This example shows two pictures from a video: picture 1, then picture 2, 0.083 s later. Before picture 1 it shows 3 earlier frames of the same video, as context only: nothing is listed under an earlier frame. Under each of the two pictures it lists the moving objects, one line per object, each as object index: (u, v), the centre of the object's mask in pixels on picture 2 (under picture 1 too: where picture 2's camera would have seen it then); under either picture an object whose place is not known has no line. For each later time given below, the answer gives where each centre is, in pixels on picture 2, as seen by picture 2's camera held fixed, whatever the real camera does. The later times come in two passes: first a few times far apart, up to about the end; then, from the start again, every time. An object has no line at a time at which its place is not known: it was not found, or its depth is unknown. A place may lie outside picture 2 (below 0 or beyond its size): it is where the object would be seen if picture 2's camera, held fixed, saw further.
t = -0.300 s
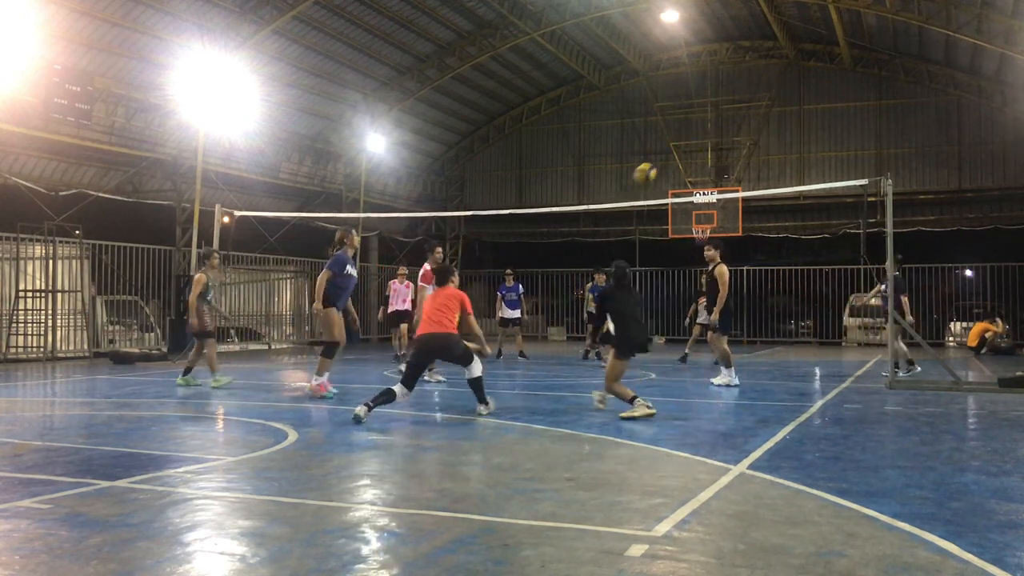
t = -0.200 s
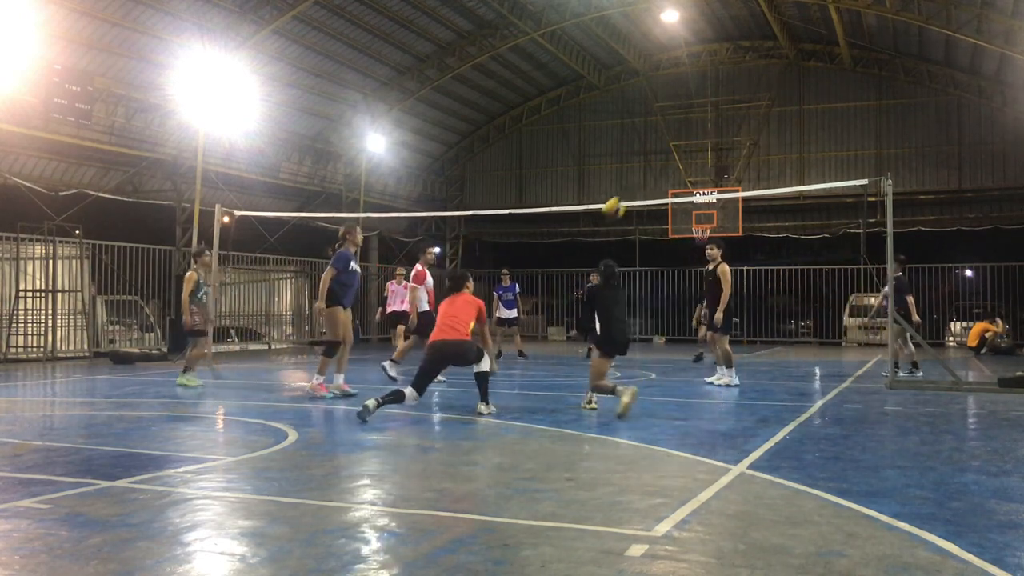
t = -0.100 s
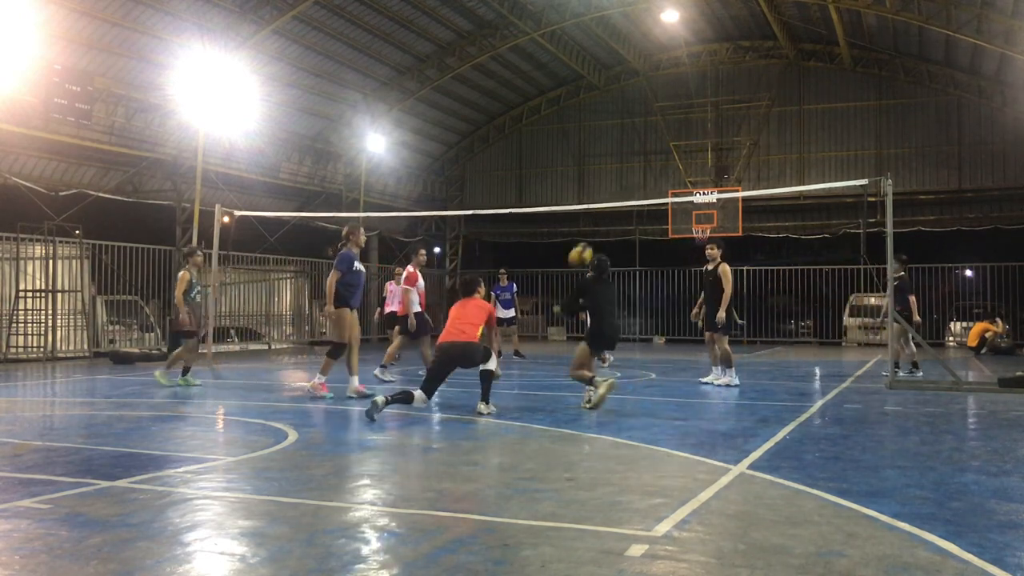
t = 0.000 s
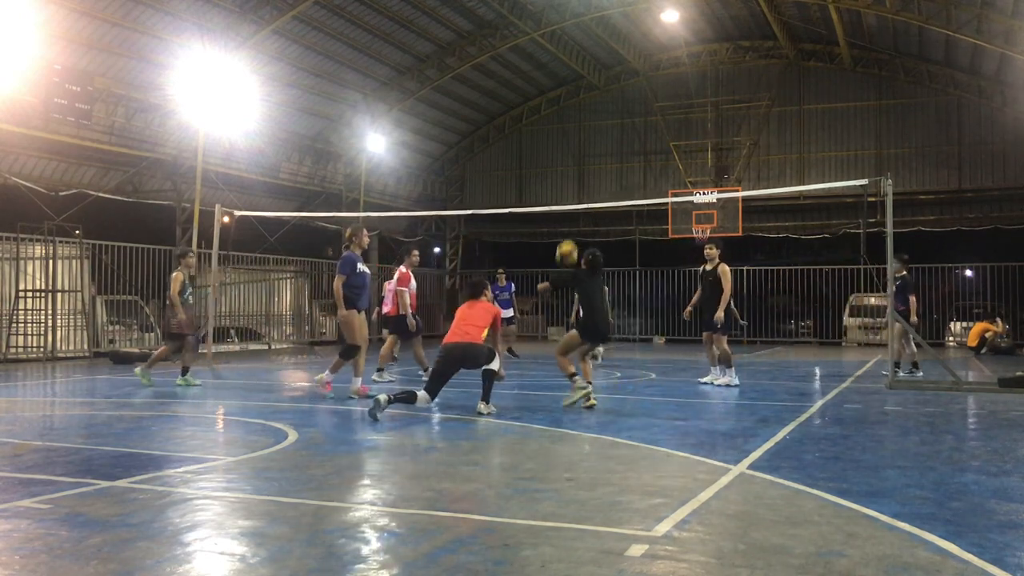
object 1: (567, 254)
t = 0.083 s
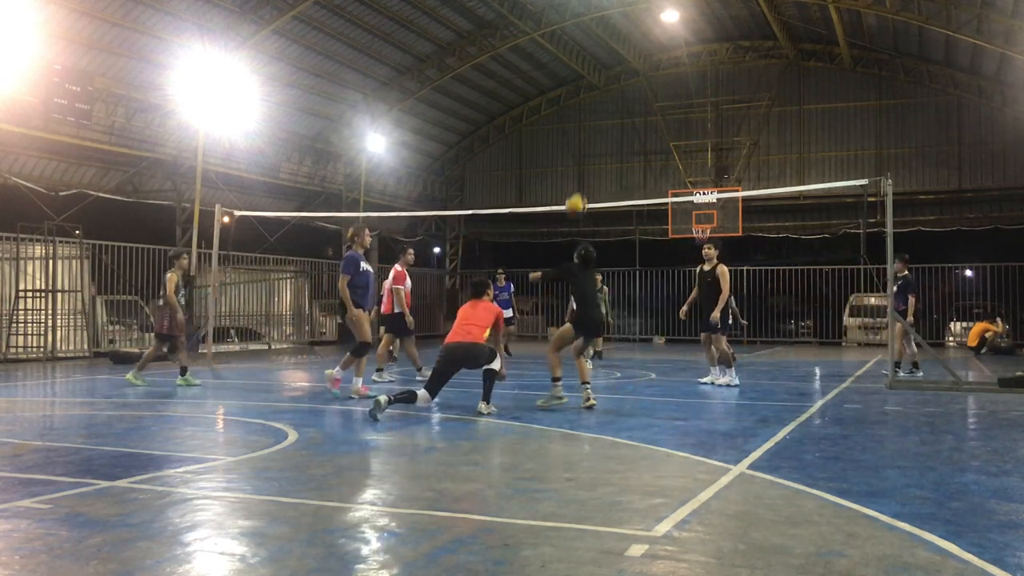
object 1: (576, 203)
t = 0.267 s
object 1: (594, 127)
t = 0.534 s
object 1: (621, 81)
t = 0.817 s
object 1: (646, 105)
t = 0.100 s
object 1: (578, 195)
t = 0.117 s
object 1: (580, 188)
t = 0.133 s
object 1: (582, 180)
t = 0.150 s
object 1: (583, 172)
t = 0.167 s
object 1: (585, 166)
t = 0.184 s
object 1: (586, 159)
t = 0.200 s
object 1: (588, 152)
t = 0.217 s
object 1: (590, 145)
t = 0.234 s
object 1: (591, 138)
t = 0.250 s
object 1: (593, 133)
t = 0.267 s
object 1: (594, 127)
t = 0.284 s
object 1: (596, 122)
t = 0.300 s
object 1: (598, 118)
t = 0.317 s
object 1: (600, 114)
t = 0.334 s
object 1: (602, 110)
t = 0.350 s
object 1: (603, 106)
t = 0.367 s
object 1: (605, 102)
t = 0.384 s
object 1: (606, 99)
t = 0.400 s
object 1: (608, 96)
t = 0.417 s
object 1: (610, 93)
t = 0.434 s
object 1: (611, 91)
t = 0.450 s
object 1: (613, 89)
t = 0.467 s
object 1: (614, 87)
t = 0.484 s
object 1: (616, 85)
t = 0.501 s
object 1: (617, 84)
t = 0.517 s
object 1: (618, 83)
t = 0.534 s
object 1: (621, 81)
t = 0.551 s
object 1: (622, 80)
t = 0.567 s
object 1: (624, 80)
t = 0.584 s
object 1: (624, 80)
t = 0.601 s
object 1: (624, 81)
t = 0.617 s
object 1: (628, 81)
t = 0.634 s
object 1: (630, 81)
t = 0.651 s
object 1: (631, 82)
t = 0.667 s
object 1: (633, 84)
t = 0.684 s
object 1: (634, 85)
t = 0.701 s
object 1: (636, 87)
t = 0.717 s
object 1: (637, 88)
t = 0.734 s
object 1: (639, 91)
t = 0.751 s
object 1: (640, 93)
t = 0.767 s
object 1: (641, 96)
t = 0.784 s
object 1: (643, 99)
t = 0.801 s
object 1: (644, 101)
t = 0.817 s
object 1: (646, 105)
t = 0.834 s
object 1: (647, 108)
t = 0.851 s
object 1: (648, 112)
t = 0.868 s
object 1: (650, 116)
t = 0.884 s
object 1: (651, 121)
